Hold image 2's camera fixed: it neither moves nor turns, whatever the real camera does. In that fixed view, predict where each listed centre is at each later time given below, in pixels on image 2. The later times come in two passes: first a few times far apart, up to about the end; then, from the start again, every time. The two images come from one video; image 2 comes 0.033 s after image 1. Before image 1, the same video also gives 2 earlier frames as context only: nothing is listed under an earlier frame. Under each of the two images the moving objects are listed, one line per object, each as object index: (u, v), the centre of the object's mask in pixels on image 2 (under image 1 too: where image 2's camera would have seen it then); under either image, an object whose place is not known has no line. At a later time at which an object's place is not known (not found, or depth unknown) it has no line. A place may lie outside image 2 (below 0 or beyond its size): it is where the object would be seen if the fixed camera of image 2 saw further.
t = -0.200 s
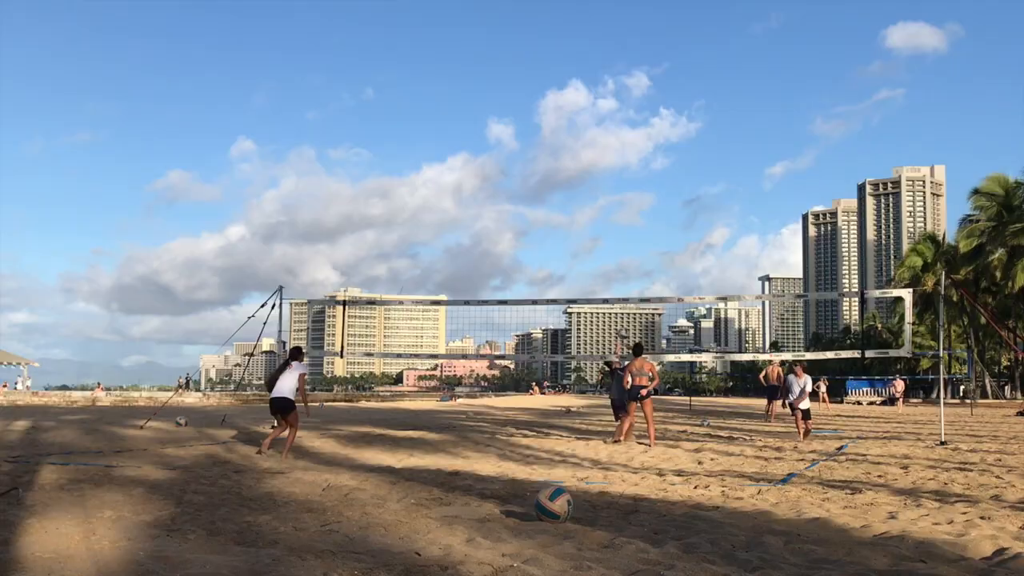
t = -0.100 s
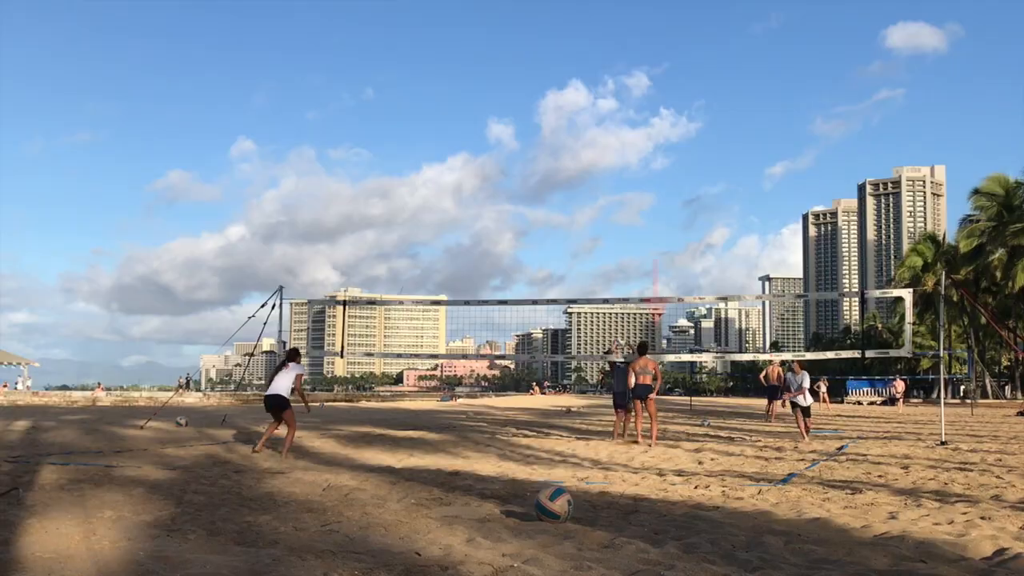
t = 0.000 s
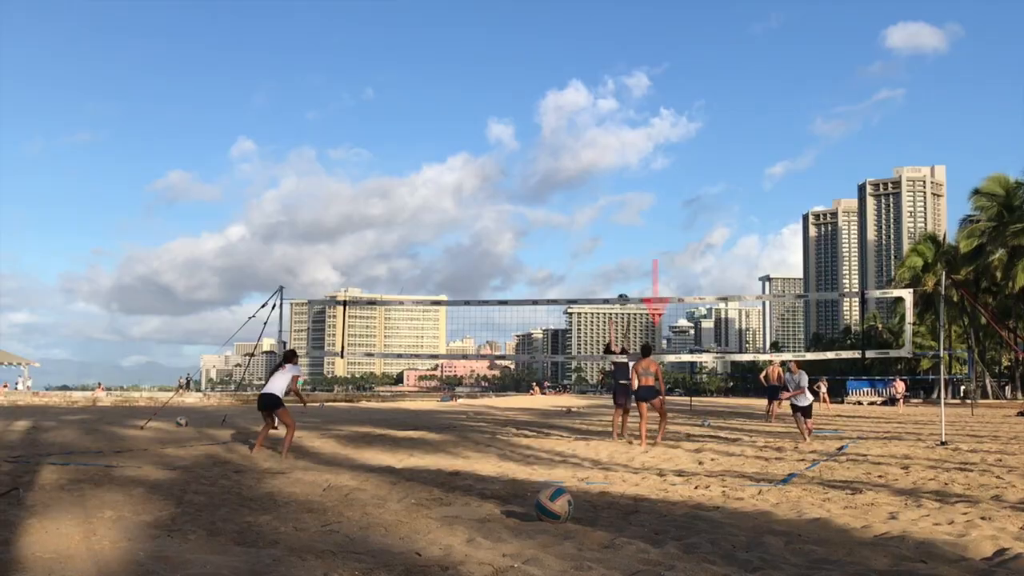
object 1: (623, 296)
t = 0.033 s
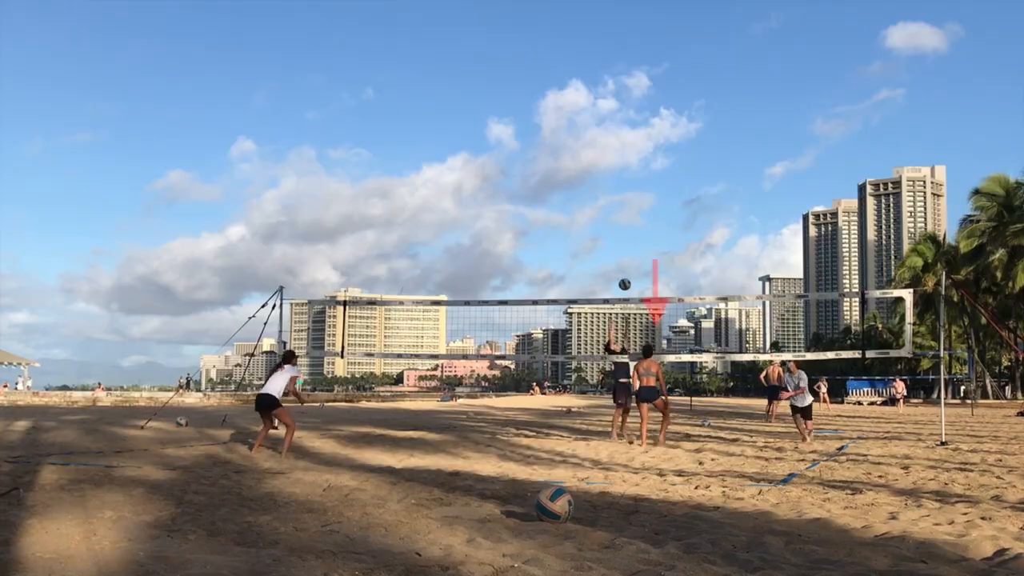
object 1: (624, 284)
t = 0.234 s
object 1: (635, 207)
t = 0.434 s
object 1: (645, 152)
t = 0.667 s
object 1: (657, 117)
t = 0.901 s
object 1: (669, 112)
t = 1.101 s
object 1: (679, 133)
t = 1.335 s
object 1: (689, 185)
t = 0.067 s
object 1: (626, 270)
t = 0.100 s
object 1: (628, 256)
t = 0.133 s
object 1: (630, 242)
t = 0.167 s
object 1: (632, 230)
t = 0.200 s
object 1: (634, 218)
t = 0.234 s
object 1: (635, 207)
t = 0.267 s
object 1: (637, 196)
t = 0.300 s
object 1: (639, 186)
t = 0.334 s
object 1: (640, 177)
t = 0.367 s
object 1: (642, 168)
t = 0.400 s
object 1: (644, 160)
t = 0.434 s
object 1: (645, 152)
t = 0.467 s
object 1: (647, 145)
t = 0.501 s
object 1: (649, 139)
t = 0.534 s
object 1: (651, 133)
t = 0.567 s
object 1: (652, 128)
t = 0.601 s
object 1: (654, 124)
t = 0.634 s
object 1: (656, 120)
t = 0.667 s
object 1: (657, 117)
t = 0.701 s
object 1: (659, 114)
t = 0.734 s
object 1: (661, 112)
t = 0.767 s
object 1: (662, 111)
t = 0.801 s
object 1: (664, 111)
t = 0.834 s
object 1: (666, 111)
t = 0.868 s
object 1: (667, 111)
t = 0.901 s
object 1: (669, 112)
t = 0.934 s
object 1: (671, 114)
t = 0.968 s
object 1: (672, 117)
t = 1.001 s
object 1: (674, 120)
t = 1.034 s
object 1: (676, 123)
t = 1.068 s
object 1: (677, 128)
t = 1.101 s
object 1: (679, 133)
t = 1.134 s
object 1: (680, 138)
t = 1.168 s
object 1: (682, 145)
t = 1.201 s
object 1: (683, 151)
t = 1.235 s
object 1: (685, 159)
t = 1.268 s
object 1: (686, 167)
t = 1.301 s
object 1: (687, 176)
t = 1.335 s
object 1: (689, 185)
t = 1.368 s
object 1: (690, 195)
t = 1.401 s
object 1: (692, 206)
